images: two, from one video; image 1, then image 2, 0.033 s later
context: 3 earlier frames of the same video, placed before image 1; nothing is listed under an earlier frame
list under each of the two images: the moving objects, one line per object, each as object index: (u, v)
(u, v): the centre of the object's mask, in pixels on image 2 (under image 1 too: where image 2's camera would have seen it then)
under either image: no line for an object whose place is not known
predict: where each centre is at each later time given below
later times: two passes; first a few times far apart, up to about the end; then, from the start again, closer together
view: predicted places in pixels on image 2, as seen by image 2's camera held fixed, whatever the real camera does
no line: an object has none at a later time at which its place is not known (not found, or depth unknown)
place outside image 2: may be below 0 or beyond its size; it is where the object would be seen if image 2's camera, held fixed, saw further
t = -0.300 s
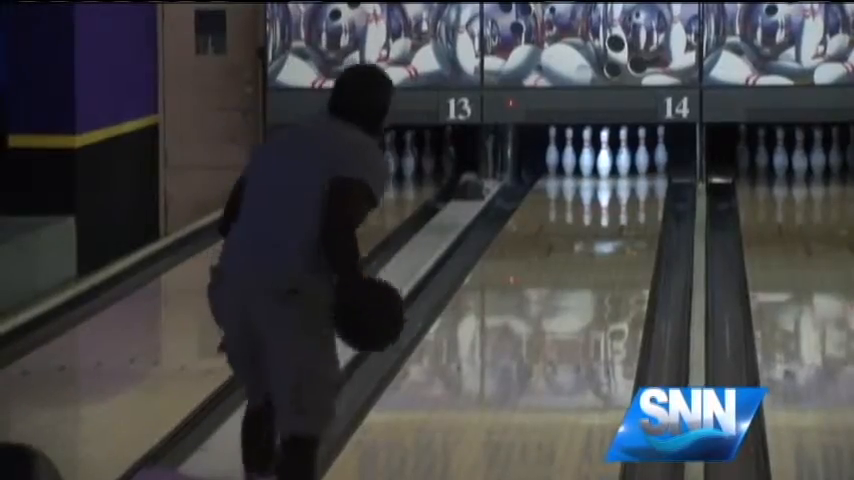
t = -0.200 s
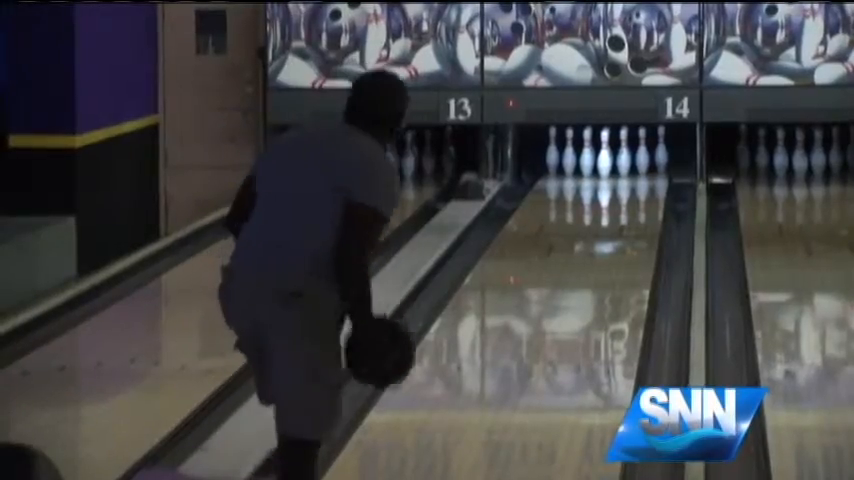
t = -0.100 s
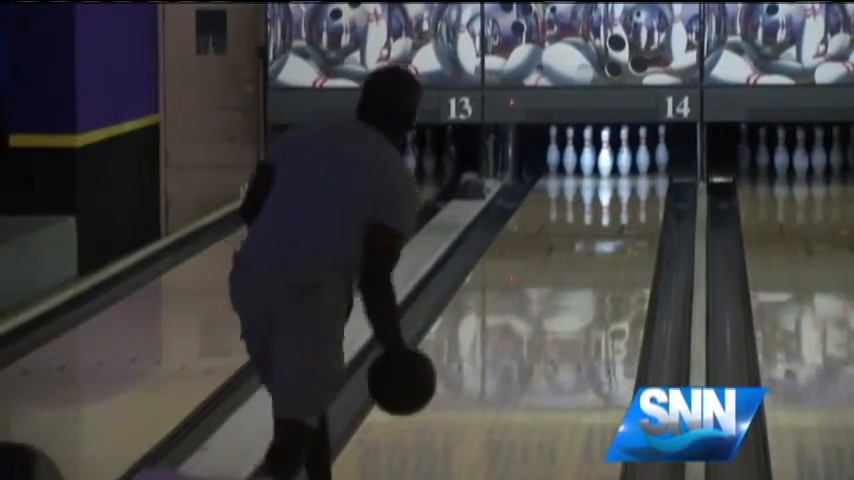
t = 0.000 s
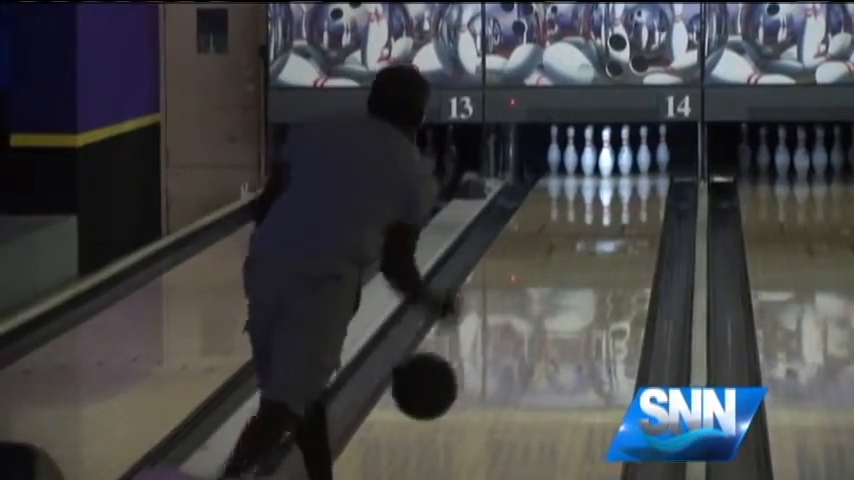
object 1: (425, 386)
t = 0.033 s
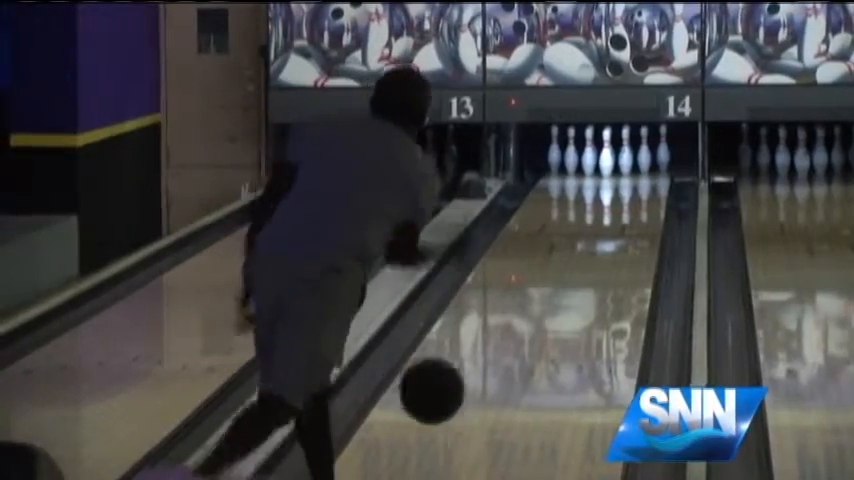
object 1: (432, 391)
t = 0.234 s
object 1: (469, 438)
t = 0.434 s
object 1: (501, 400)
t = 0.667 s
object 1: (532, 361)
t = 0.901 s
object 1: (557, 328)
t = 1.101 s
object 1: (575, 303)
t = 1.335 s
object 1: (591, 280)
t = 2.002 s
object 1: (622, 227)
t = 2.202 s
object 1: (625, 215)
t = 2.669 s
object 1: (626, 189)
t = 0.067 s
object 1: (439, 398)
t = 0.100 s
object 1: (445, 409)
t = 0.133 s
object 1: (451, 422)
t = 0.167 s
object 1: (457, 439)
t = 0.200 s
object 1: (463, 449)
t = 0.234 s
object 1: (469, 438)
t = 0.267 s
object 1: (475, 431)
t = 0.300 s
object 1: (481, 427)
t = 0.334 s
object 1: (487, 420)
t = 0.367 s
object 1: (491, 414)
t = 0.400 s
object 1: (496, 407)
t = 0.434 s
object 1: (501, 400)
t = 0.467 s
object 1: (507, 394)
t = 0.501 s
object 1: (511, 388)
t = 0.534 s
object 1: (515, 383)
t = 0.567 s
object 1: (520, 377)
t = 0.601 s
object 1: (524, 371)
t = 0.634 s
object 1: (528, 366)
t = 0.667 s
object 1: (532, 361)
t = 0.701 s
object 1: (536, 356)
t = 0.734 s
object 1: (540, 351)
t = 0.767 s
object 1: (543, 346)
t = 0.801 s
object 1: (547, 341)
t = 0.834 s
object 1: (551, 337)
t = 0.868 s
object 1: (554, 333)
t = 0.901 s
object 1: (557, 328)
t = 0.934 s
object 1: (560, 324)
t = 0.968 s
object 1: (563, 320)
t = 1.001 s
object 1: (566, 315)
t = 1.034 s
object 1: (569, 311)
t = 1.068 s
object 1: (572, 307)
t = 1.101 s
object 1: (575, 303)
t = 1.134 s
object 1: (577, 300)
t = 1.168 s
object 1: (580, 296)
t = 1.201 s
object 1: (582, 293)
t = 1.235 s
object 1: (585, 289)
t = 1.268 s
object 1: (587, 286)
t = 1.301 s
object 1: (589, 283)
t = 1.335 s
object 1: (591, 280)
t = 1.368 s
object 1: (594, 276)
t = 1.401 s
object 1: (596, 273)
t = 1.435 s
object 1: (598, 270)
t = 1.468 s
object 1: (599, 267)
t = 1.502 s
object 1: (601, 264)
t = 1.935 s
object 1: (620, 231)
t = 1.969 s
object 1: (621, 229)
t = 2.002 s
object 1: (622, 227)
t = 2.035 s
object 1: (624, 224)
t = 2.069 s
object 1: (624, 222)
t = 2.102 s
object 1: (625, 221)
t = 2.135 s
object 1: (625, 219)
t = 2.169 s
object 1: (625, 217)
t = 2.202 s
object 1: (625, 215)
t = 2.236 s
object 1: (625, 213)
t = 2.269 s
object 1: (625, 211)
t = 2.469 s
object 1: (625, 199)
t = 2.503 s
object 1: (625, 198)
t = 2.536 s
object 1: (625, 196)
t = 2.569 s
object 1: (625, 194)
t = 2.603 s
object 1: (626, 193)
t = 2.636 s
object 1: (626, 191)
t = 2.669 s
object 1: (626, 189)
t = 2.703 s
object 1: (625, 187)
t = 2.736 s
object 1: (625, 185)
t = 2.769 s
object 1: (625, 183)
